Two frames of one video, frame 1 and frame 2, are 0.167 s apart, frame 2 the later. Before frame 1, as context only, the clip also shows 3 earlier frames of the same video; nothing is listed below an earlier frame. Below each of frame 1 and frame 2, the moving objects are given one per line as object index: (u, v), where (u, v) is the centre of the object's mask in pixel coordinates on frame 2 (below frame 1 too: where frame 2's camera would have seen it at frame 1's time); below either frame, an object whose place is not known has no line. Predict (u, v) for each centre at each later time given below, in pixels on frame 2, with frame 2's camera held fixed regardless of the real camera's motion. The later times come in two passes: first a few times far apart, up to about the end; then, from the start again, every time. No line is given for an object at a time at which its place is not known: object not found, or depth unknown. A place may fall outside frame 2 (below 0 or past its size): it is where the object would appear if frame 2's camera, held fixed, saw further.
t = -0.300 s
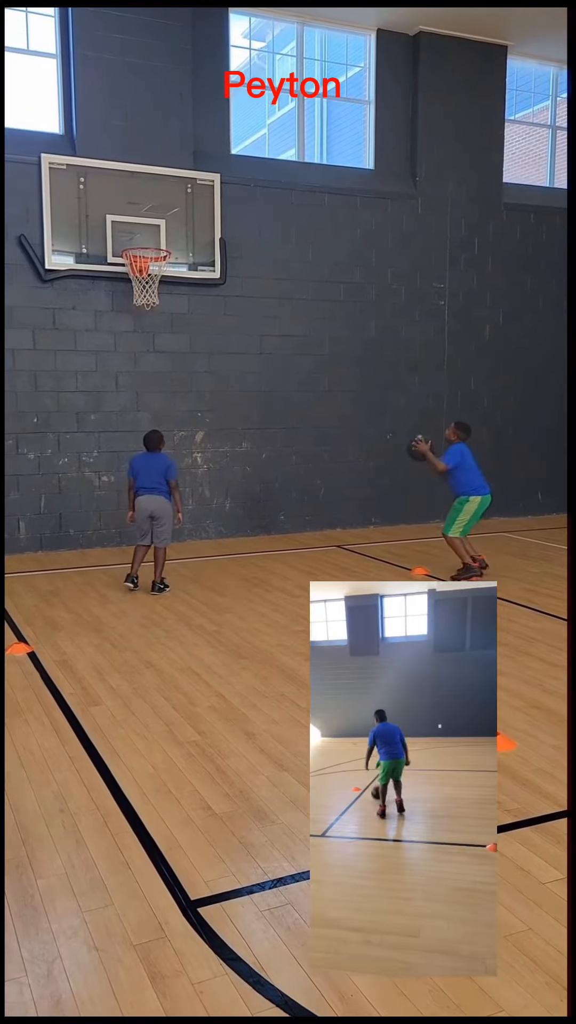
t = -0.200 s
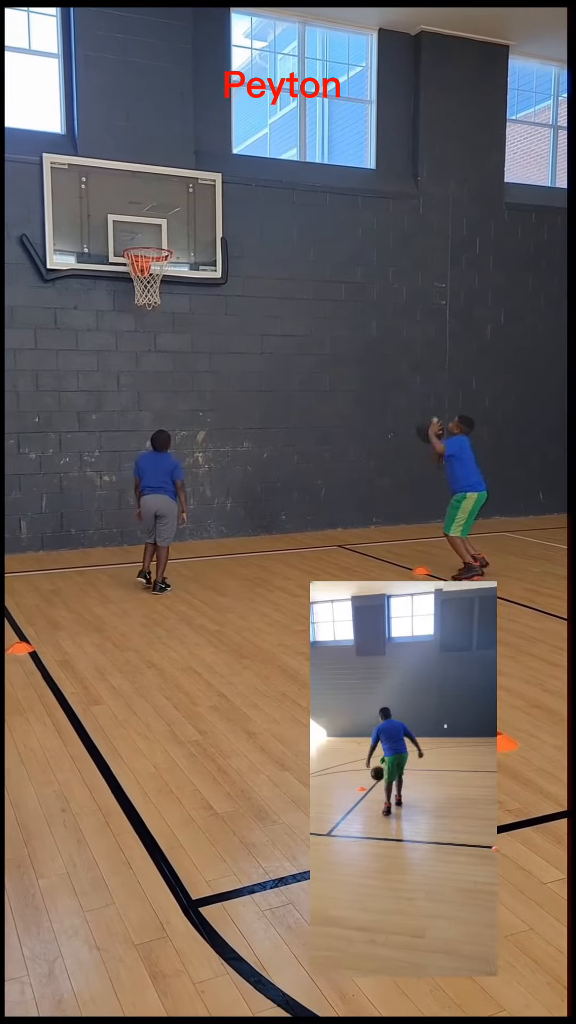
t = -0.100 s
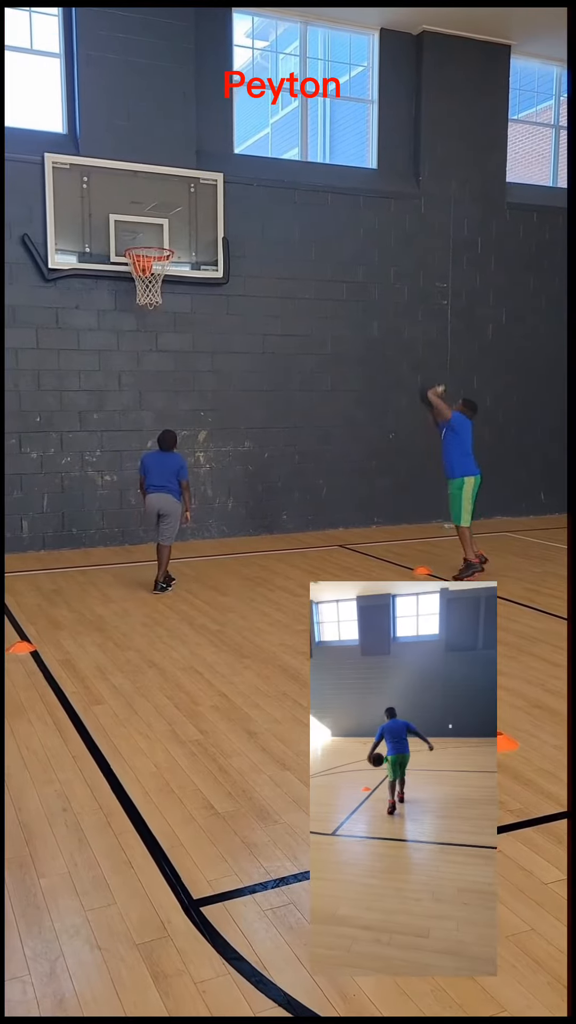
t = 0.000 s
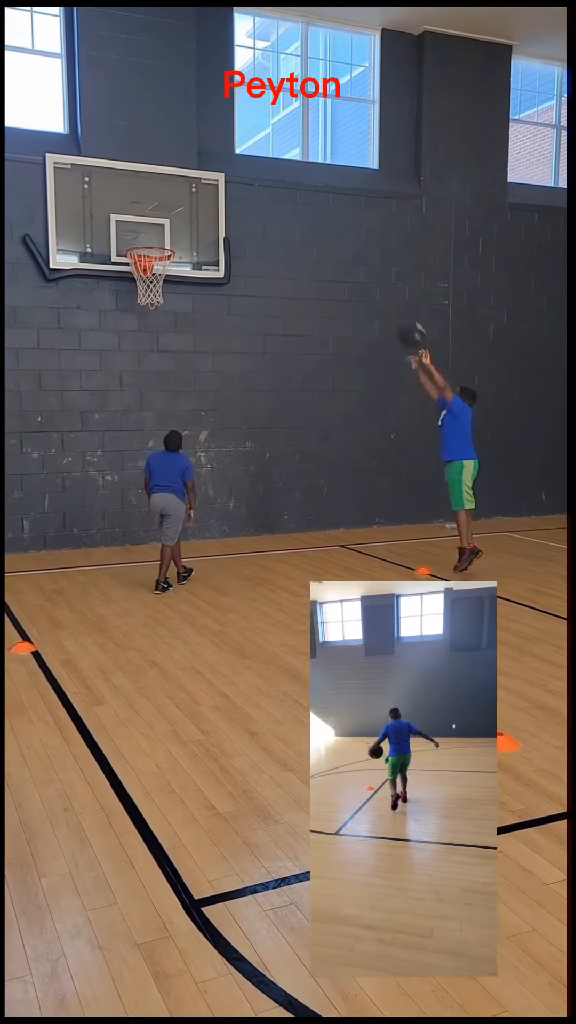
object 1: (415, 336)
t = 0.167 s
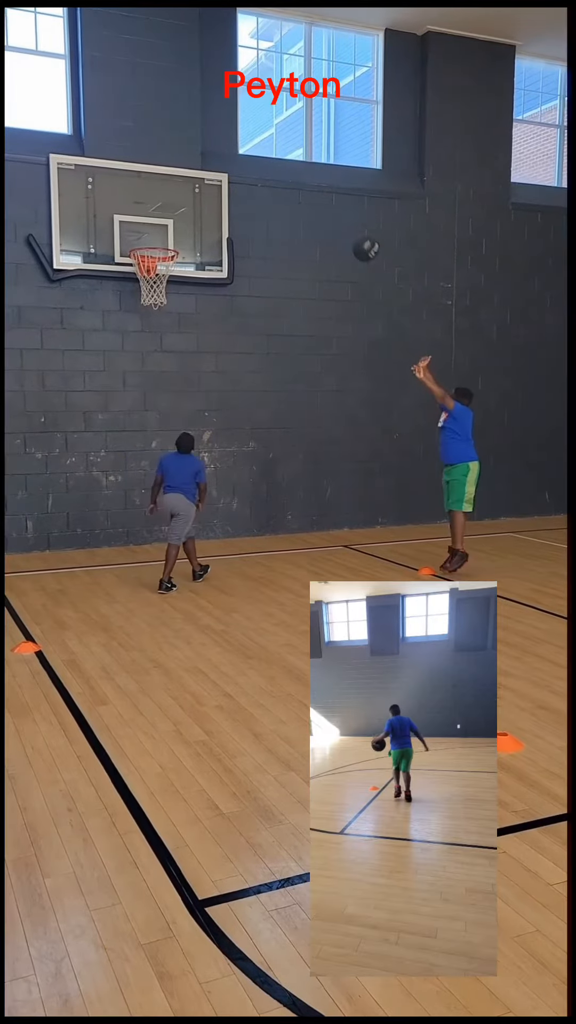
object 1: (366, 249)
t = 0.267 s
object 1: (337, 214)
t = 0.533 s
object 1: (264, 178)
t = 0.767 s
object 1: (204, 211)
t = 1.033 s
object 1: (180, 231)
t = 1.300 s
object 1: (184, 258)
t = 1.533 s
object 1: (196, 312)
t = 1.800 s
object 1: (211, 436)
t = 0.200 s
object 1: (356, 236)
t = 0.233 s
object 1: (346, 224)
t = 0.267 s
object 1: (337, 214)
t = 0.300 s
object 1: (327, 206)
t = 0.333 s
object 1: (318, 197)
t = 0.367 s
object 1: (309, 190)
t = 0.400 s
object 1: (300, 185)
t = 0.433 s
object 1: (291, 181)
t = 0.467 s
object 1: (282, 179)
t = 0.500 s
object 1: (273, 178)
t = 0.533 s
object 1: (264, 178)
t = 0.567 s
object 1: (255, 179)
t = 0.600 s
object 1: (246, 182)
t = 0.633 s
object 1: (238, 185)
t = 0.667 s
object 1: (229, 189)
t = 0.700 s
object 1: (220, 196)
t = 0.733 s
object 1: (212, 203)
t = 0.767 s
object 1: (204, 211)
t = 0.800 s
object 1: (196, 220)
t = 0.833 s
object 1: (188, 230)
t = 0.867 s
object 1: (181, 241)
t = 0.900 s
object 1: (180, 241)
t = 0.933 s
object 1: (180, 237)
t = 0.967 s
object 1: (179, 234)
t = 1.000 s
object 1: (180, 232)
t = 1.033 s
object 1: (180, 231)
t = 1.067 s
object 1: (180, 232)
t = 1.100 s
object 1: (180, 233)
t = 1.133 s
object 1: (180, 236)
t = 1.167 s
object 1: (180, 240)
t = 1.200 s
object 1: (180, 244)
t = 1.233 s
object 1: (182, 250)
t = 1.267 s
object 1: (183, 255)
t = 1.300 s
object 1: (184, 258)
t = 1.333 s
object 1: (186, 263)
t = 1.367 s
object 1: (186, 269)
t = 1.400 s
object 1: (188, 275)
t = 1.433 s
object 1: (189, 282)
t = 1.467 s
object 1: (192, 291)
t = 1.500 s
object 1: (194, 300)
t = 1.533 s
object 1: (196, 312)
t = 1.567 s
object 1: (198, 323)
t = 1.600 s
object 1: (200, 336)
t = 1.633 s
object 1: (201, 351)
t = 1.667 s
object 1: (203, 366)
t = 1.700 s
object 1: (205, 382)
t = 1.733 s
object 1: (207, 399)
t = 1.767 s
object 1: (209, 417)
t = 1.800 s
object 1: (211, 436)
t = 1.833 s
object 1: (213, 457)
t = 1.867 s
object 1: (215, 479)
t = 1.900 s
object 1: (217, 500)
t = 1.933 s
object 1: (219, 523)
